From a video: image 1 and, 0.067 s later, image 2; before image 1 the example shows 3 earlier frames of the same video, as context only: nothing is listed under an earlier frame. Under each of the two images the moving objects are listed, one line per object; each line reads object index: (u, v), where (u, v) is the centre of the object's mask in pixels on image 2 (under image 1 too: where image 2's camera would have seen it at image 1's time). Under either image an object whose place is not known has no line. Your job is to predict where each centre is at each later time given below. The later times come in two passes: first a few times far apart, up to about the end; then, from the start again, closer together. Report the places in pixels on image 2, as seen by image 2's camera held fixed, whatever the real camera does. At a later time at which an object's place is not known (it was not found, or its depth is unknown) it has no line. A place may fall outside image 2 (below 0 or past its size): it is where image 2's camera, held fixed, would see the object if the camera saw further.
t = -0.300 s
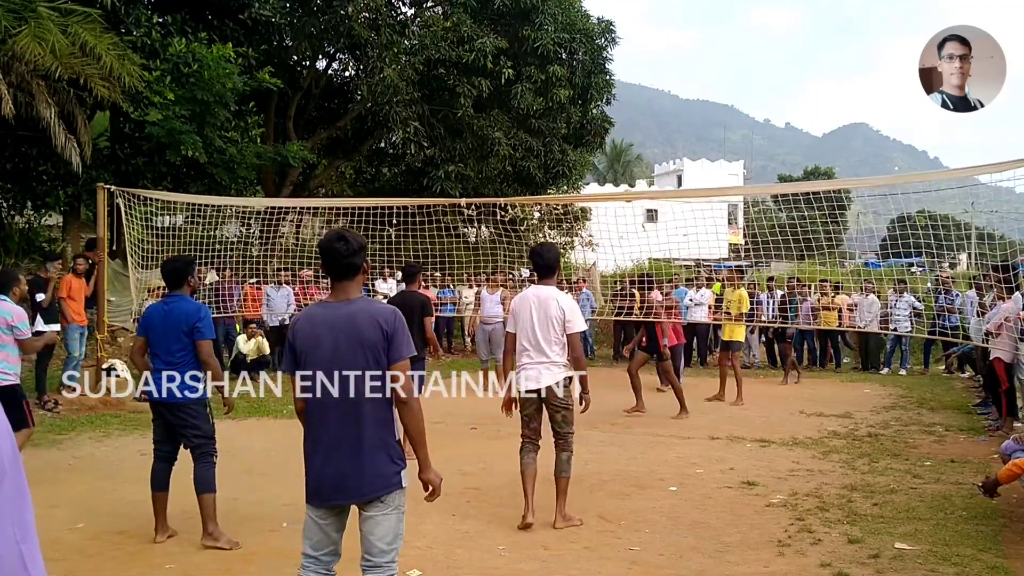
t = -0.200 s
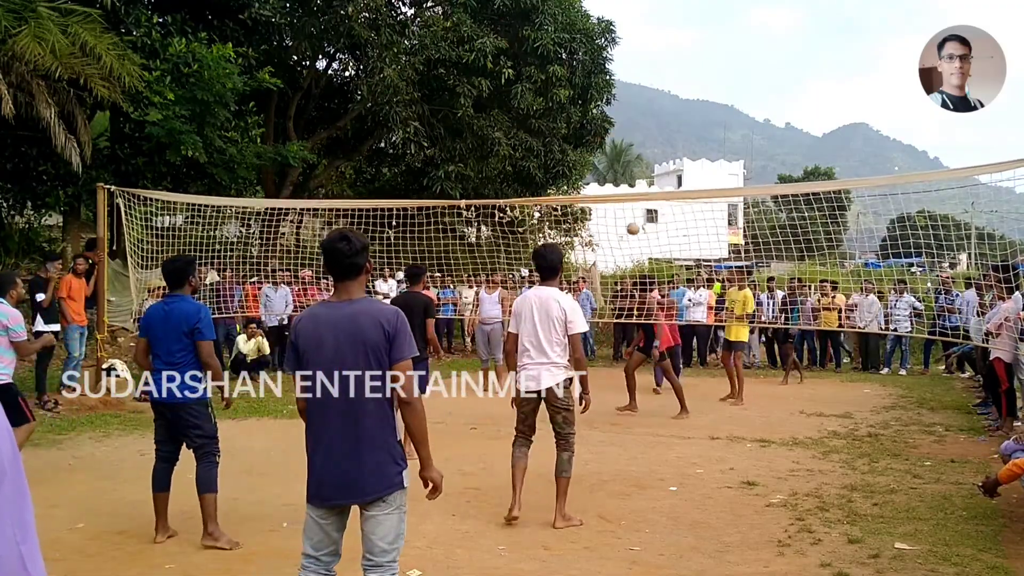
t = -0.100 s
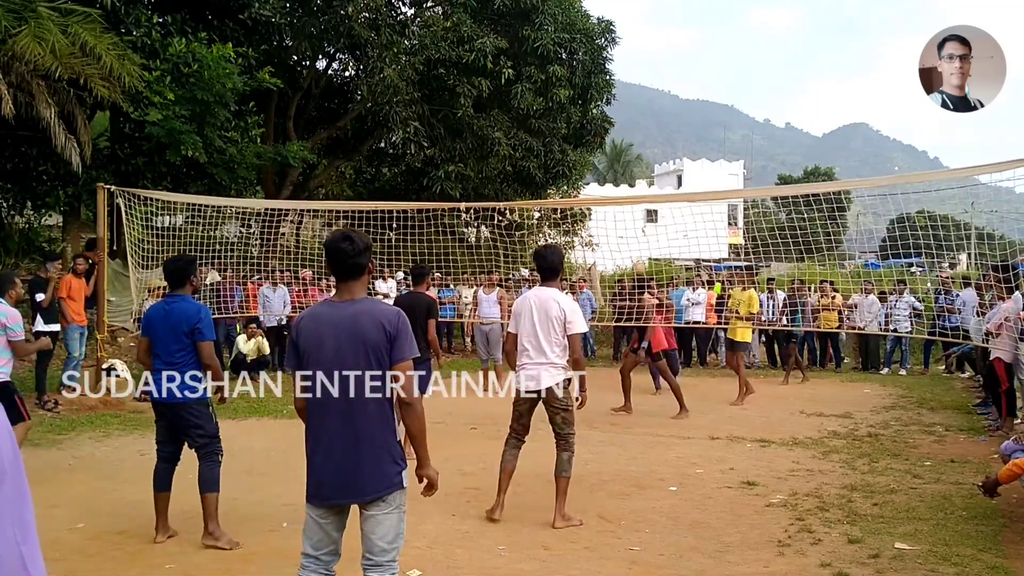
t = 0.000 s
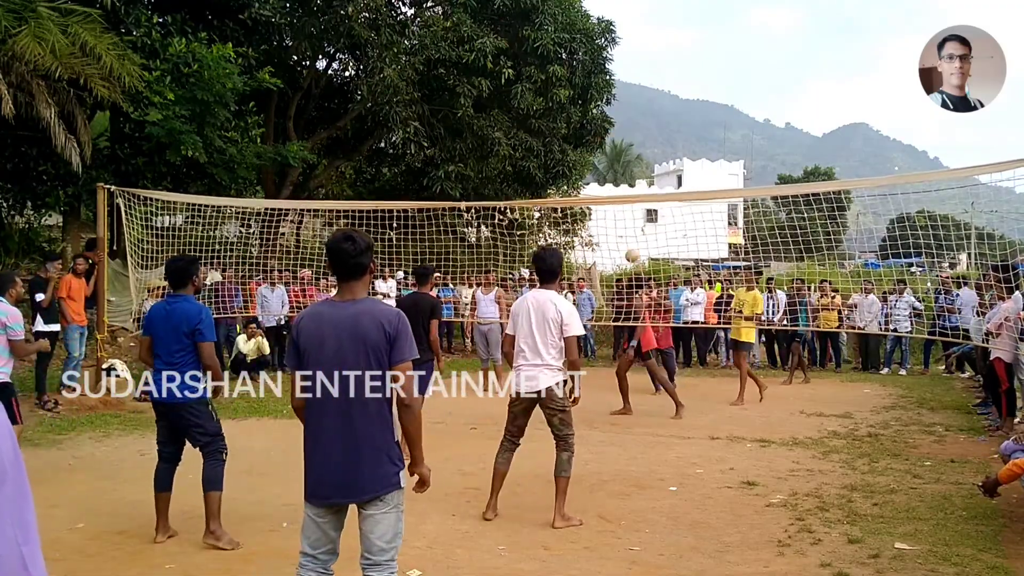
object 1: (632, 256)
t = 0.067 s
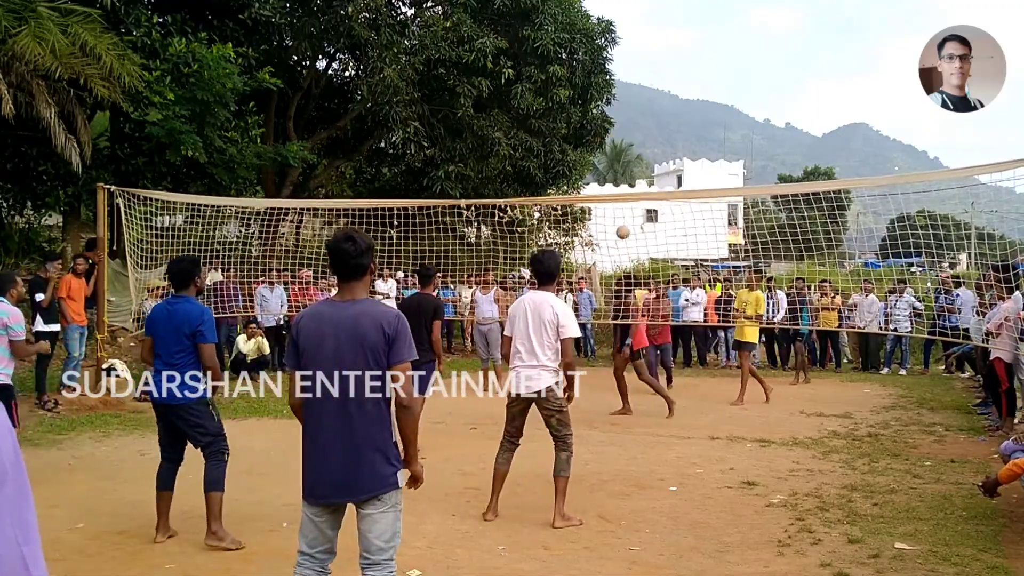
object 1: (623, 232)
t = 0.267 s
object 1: (590, 167)
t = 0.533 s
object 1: (524, 106)
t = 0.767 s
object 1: (426, 105)
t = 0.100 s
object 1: (618, 221)
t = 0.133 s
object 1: (613, 209)
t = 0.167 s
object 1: (608, 203)
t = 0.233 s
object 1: (597, 177)
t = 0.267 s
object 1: (590, 167)
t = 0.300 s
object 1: (584, 157)
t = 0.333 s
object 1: (576, 147)
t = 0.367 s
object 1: (569, 140)
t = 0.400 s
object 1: (561, 131)
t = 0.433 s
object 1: (553, 125)
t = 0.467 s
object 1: (544, 117)
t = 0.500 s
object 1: (534, 111)
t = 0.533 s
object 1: (524, 106)
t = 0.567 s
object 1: (513, 102)
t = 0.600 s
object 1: (501, 99)
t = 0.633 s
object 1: (488, 98)
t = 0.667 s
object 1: (475, 97)
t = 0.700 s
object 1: (460, 98)
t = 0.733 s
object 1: (444, 100)
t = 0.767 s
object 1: (426, 105)
